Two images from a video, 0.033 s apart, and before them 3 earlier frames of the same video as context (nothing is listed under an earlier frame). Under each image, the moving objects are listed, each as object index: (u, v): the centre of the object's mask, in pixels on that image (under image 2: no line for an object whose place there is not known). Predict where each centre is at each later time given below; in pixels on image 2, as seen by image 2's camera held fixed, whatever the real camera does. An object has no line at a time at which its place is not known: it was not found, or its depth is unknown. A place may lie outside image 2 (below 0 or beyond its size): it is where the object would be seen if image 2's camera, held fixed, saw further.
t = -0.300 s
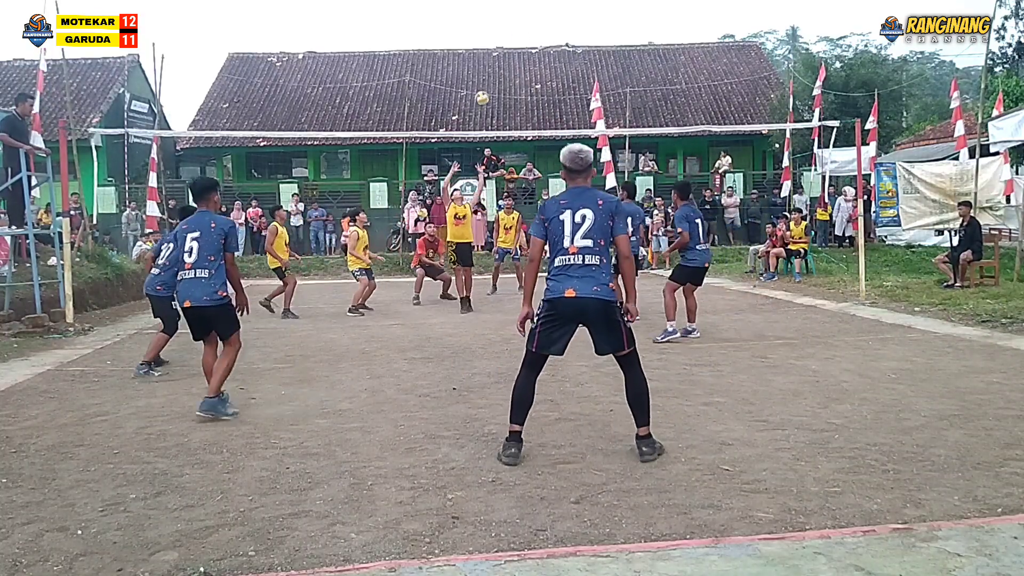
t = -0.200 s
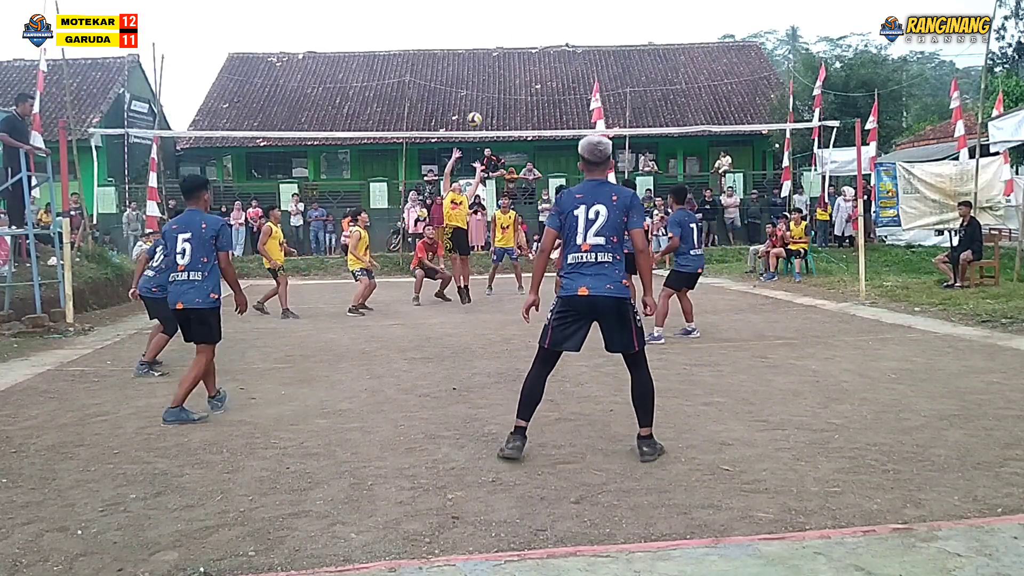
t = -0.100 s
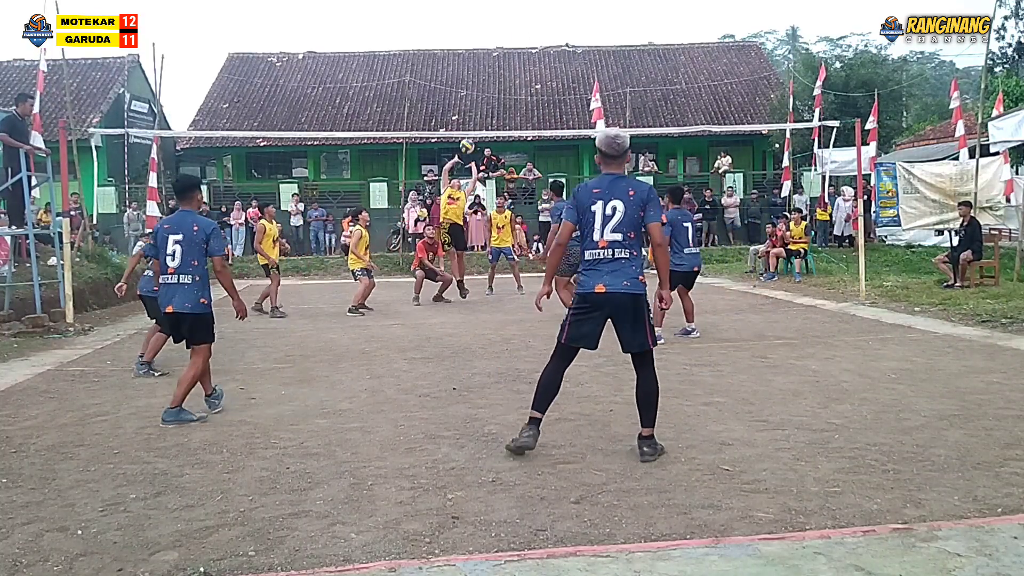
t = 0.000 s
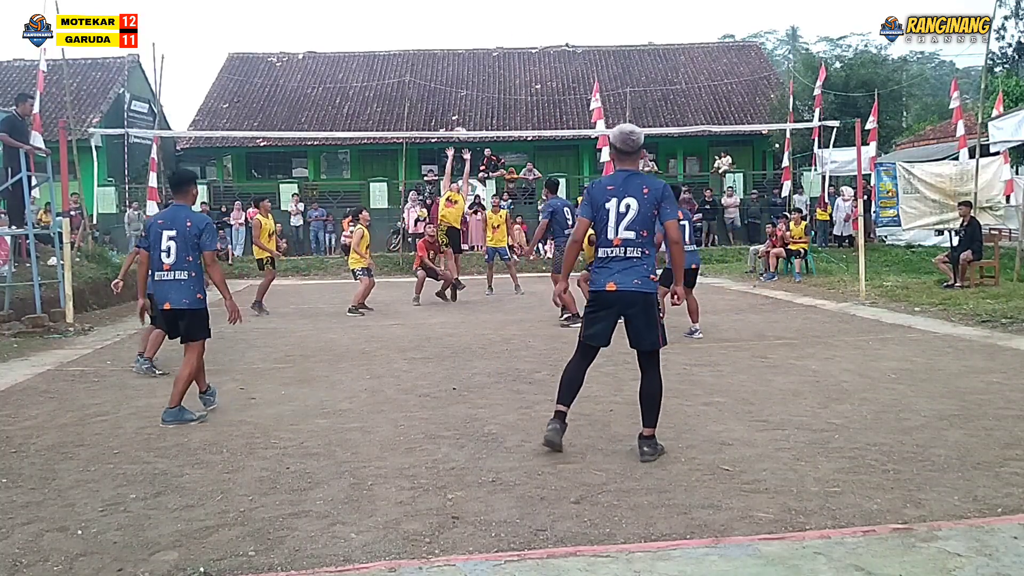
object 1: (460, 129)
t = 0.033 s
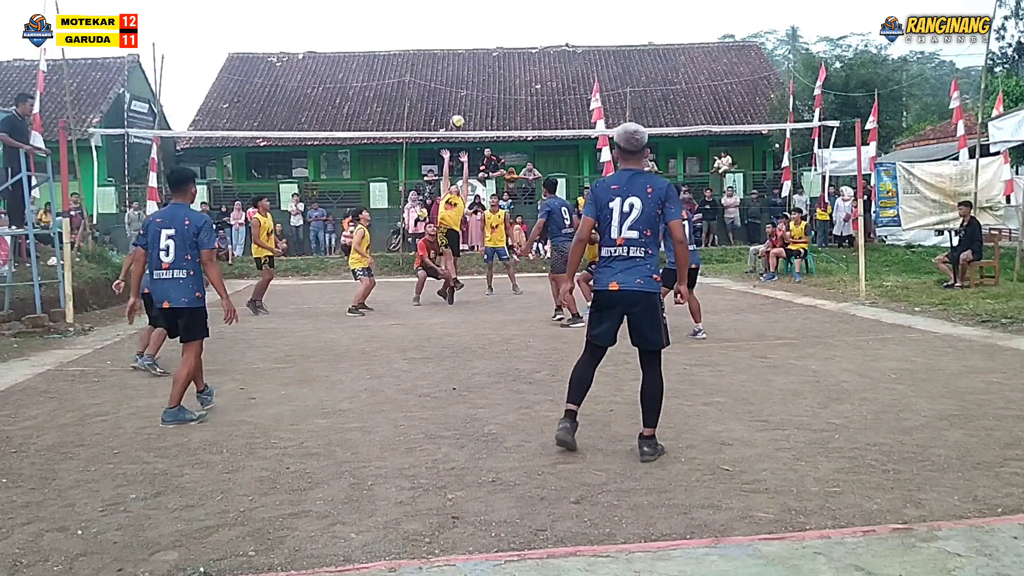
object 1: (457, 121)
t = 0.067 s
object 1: (454, 110)
